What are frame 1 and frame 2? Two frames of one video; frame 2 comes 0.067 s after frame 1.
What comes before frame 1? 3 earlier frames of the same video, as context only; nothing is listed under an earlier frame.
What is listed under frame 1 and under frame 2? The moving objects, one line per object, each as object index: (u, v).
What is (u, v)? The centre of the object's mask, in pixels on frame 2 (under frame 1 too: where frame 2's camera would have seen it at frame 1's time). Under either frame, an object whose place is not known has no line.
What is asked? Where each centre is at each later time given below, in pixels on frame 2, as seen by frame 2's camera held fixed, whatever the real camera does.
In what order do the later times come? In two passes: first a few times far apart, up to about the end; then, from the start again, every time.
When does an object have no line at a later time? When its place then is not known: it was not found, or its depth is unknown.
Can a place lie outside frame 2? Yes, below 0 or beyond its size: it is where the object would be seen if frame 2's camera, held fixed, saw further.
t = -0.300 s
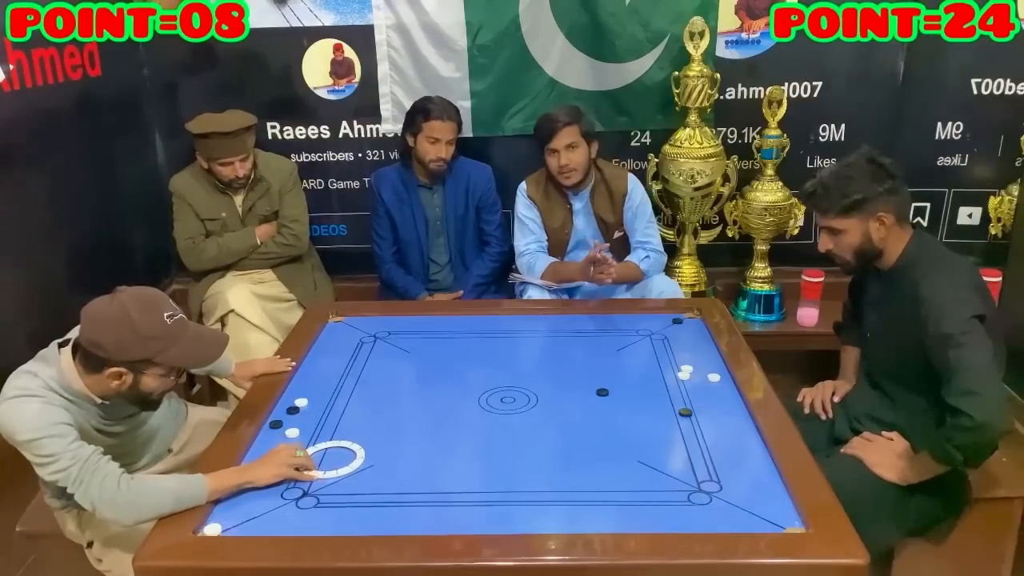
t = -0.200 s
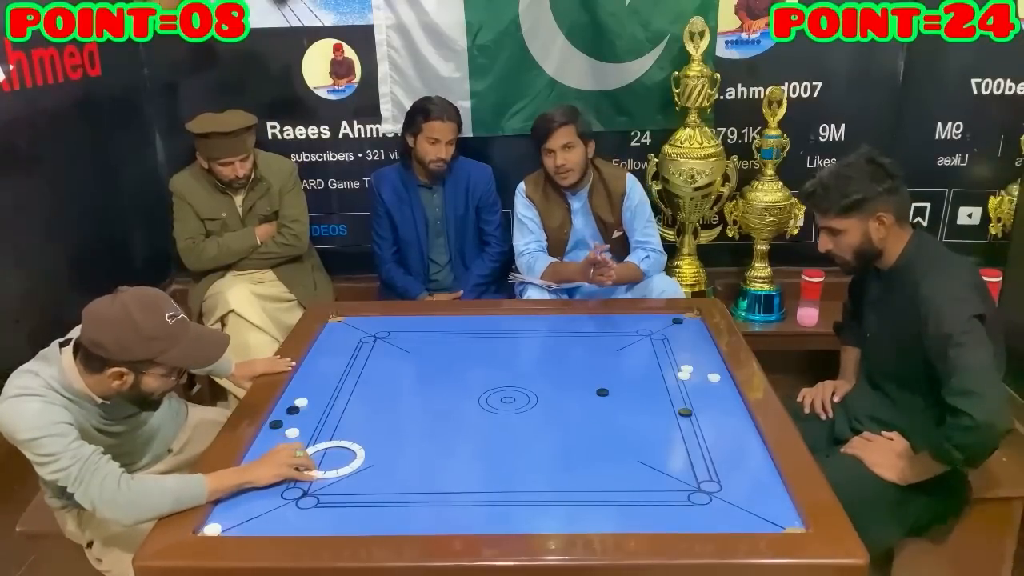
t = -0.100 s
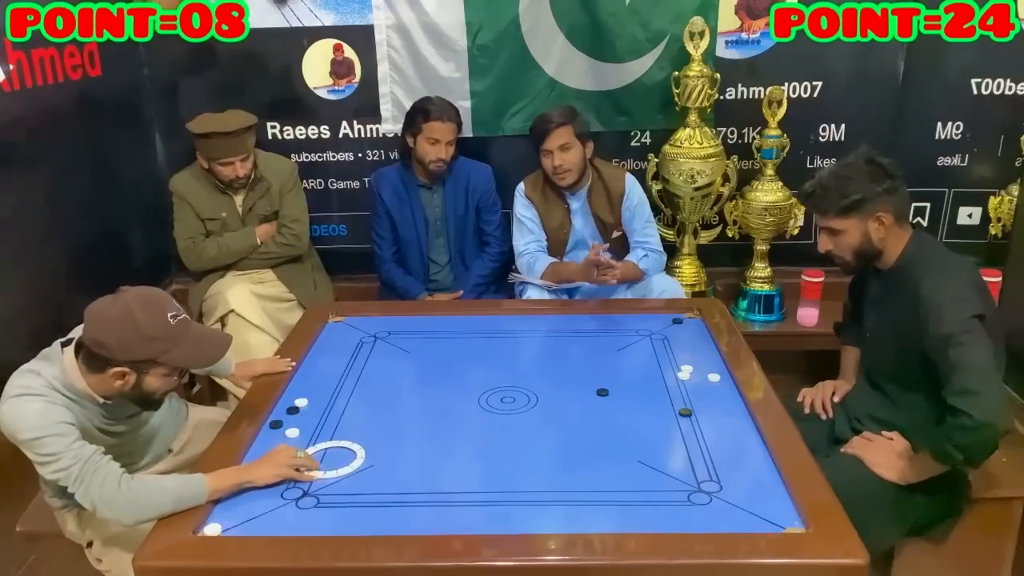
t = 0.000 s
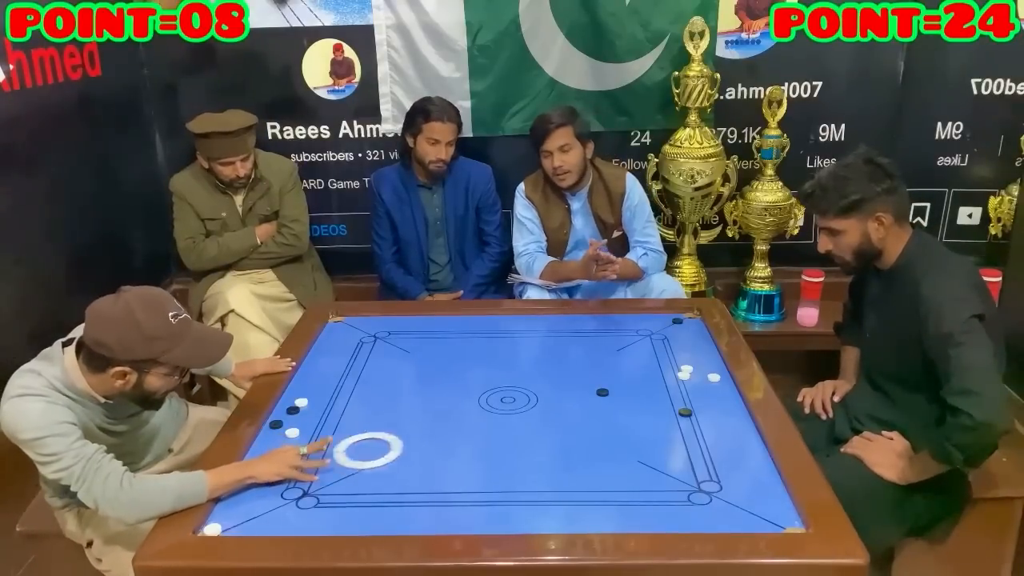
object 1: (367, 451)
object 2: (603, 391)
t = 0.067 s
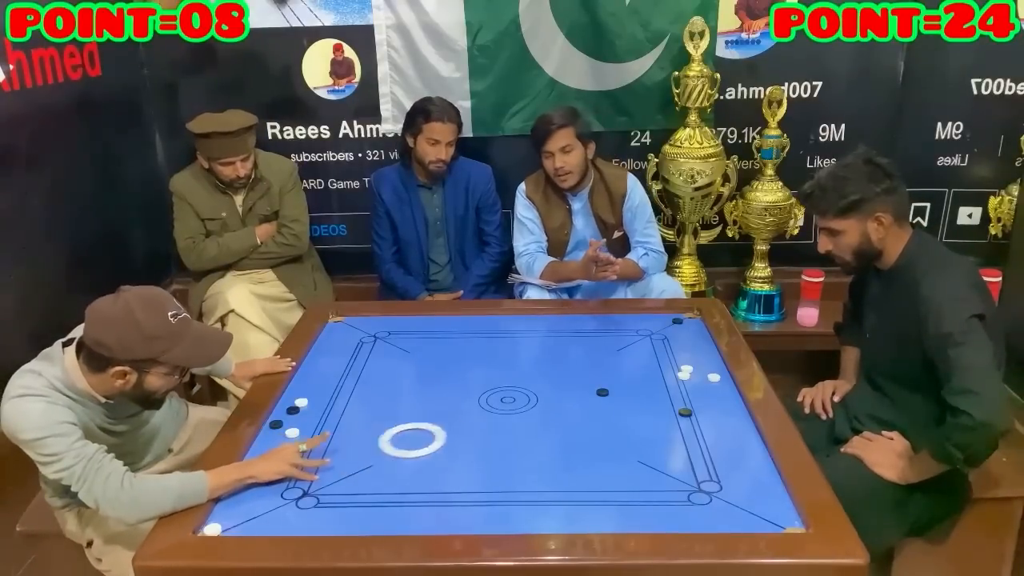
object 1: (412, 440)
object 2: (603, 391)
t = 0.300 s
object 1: (552, 408)
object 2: (603, 391)
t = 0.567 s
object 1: (671, 383)
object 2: (673, 366)
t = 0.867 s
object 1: (671, 372)
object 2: (608, 342)
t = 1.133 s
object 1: (649, 366)
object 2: (531, 323)
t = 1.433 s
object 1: (627, 360)
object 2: (468, 325)
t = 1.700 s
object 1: (610, 355)
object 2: (418, 341)
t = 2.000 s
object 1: (592, 351)
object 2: (361, 359)
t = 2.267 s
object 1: (579, 347)
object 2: (309, 376)
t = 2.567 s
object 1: (567, 344)
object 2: (318, 394)
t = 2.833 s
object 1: (559, 342)
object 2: (345, 410)
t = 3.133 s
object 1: (553, 340)
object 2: (377, 429)
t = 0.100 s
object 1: (433, 435)
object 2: (603, 391)
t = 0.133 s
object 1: (454, 430)
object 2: (603, 391)
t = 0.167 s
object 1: (475, 426)
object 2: (603, 391)
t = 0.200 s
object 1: (495, 421)
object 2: (603, 391)
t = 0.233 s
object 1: (514, 416)
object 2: (603, 391)
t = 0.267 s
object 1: (533, 412)
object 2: (603, 391)
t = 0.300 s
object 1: (552, 408)
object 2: (603, 391)
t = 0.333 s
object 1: (571, 404)
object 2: (603, 390)
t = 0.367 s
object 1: (587, 400)
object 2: (614, 386)
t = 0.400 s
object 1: (601, 397)
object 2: (629, 383)
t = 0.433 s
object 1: (616, 394)
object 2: (643, 379)
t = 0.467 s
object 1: (631, 391)
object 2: (657, 376)
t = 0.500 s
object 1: (645, 388)
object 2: (671, 372)
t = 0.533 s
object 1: (659, 385)
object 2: (673, 368)
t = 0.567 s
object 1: (671, 383)
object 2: (673, 366)
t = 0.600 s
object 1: (682, 381)
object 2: (672, 363)
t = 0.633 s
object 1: (692, 379)
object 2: (673, 362)
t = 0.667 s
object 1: (689, 378)
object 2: (673, 359)
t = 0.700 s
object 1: (686, 377)
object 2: (663, 355)
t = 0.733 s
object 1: (683, 376)
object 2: (652, 353)
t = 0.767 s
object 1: (680, 375)
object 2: (640, 350)
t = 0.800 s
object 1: (677, 374)
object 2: (630, 347)
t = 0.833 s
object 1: (674, 373)
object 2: (619, 345)
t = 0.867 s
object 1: (671, 372)
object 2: (608, 342)
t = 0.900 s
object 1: (668, 371)
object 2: (598, 339)
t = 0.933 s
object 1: (665, 371)
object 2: (588, 336)
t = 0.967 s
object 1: (662, 370)
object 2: (578, 334)
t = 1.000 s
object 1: (660, 369)
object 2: (568, 332)
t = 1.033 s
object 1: (657, 368)
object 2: (559, 329)
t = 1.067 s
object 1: (654, 367)
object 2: (550, 328)
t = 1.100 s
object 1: (652, 367)
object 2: (540, 325)
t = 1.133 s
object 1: (649, 366)
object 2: (531, 323)
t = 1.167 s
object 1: (647, 365)
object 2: (523, 321)
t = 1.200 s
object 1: (644, 365)
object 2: (514, 319)
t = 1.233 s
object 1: (642, 364)
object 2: (506, 316)
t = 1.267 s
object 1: (639, 363)
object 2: (499, 316)
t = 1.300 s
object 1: (637, 363)
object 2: (492, 318)
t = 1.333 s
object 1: (634, 362)
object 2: (486, 320)
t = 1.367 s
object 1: (632, 361)
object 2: (480, 321)
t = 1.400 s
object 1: (630, 360)
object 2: (474, 323)
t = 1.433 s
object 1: (627, 360)
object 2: (468, 325)
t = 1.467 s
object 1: (625, 359)
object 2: (461, 327)
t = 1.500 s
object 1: (623, 359)
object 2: (455, 329)
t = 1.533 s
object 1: (621, 358)
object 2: (449, 331)
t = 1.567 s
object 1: (618, 358)
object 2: (443, 333)
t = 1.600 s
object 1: (616, 357)
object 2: (437, 335)
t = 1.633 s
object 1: (614, 356)
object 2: (430, 337)
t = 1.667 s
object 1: (612, 356)
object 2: (424, 339)
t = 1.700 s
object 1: (610, 355)
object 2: (418, 341)
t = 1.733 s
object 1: (608, 355)
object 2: (411, 343)
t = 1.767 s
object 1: (606, 354)
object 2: (405, 345)
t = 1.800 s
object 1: (604, 354)
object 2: (399, 347)
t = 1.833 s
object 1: (602, 353)
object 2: (393, 349)
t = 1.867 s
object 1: (600, 353)
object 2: (386, 350)
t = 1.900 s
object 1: (598, 352)
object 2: (380, 352)
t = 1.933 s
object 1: (596, 352)
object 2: (374, 355)
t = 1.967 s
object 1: (594, 351)
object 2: (367, 357)
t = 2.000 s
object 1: (592, 351)
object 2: (361, 359)
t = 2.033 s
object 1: (591, 350)
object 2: (354, 361)
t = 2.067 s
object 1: (589, 350)
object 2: (348, 363)
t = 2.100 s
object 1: (587, 349)
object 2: (341, 366)
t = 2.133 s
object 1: (585, 349)
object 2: (335, 367)
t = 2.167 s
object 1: (584, 349)
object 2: (329, 369)
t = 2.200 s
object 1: (582, 348)
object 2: (322, 372)
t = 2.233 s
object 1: (580, 348)
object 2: (316, 374)
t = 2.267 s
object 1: (579, 347)
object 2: (309, 376)
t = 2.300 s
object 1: (577, 347)
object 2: (302, 378)
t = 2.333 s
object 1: (576, 347)
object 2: (294, 380)
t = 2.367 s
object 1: (574, 346)
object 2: (298, 382)
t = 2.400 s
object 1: (573, 346)
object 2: (301, 384)
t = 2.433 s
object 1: (572, 346)
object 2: (305, 386)
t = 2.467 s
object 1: (570, 345)
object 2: (308, 388)
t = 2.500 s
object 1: (569, 345)
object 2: (311, 390)
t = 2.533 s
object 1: (568, 345)
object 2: (315, 392)
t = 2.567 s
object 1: (567, 344)
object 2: (318, 394)
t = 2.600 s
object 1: (565, 344)
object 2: (321, 396)
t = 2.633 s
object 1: (564, 344)
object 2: (325, 398)
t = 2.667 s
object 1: (563, 343)
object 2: (328, 400)
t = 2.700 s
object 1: (562, 343)
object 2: (331, 402)
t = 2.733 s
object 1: (561, 343)
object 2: (335, 404)
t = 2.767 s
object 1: (560, 343)
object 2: (339, 407)
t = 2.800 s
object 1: (559, 342)
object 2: (342, 408)
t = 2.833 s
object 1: (559, 342)
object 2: (345, 410)
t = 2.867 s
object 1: (558, 342)
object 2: (349, 412)
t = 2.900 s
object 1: (557, 342)
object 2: (352, 414)
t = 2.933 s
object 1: (556, 342)
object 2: (356, 416)
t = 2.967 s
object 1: (556, 341)
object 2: (359, 419)
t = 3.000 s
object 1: (555, 341)
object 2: (363, 421)
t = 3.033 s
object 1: (554, 341)
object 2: (367, 423)
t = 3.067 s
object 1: (554, 341)
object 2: (370, 425)
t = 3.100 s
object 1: (553, 341)
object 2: (374, 427)
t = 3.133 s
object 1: (553, 340)
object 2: (377, 429)
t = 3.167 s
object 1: (552, 340)
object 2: (381, 432)
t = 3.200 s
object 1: (552, 340)
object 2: (384, 434)
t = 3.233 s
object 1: (551, 340)
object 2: (387, 436)
